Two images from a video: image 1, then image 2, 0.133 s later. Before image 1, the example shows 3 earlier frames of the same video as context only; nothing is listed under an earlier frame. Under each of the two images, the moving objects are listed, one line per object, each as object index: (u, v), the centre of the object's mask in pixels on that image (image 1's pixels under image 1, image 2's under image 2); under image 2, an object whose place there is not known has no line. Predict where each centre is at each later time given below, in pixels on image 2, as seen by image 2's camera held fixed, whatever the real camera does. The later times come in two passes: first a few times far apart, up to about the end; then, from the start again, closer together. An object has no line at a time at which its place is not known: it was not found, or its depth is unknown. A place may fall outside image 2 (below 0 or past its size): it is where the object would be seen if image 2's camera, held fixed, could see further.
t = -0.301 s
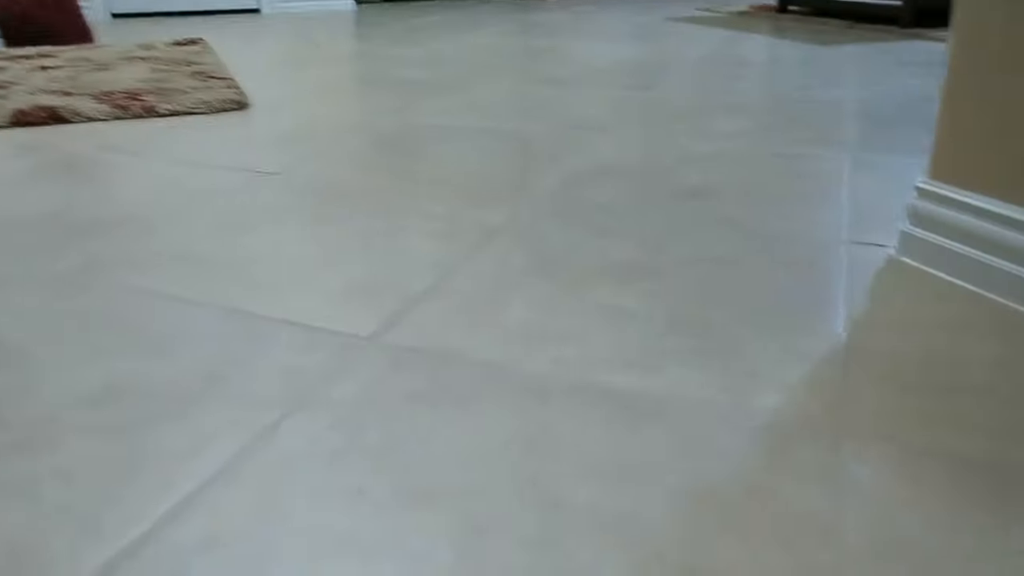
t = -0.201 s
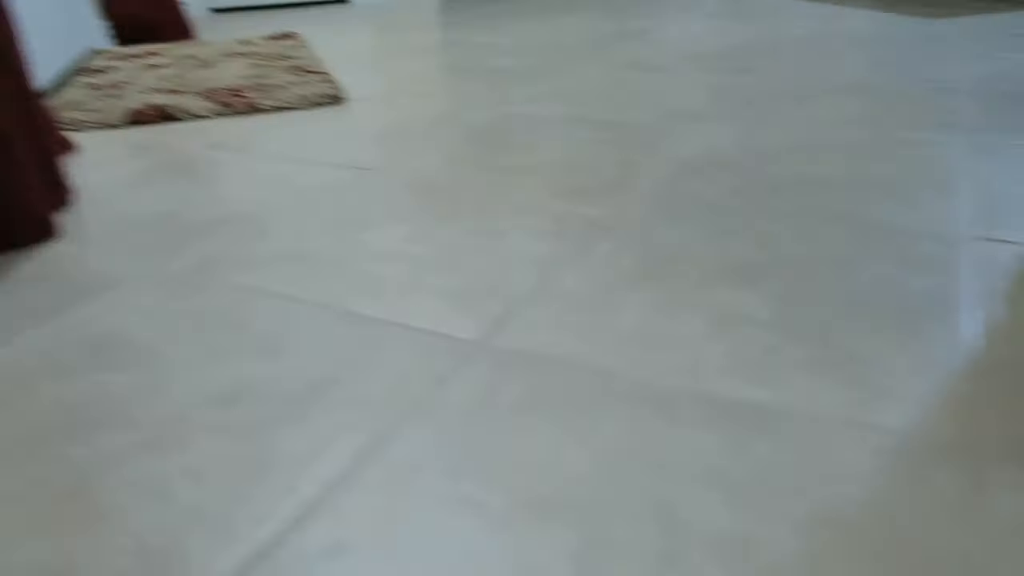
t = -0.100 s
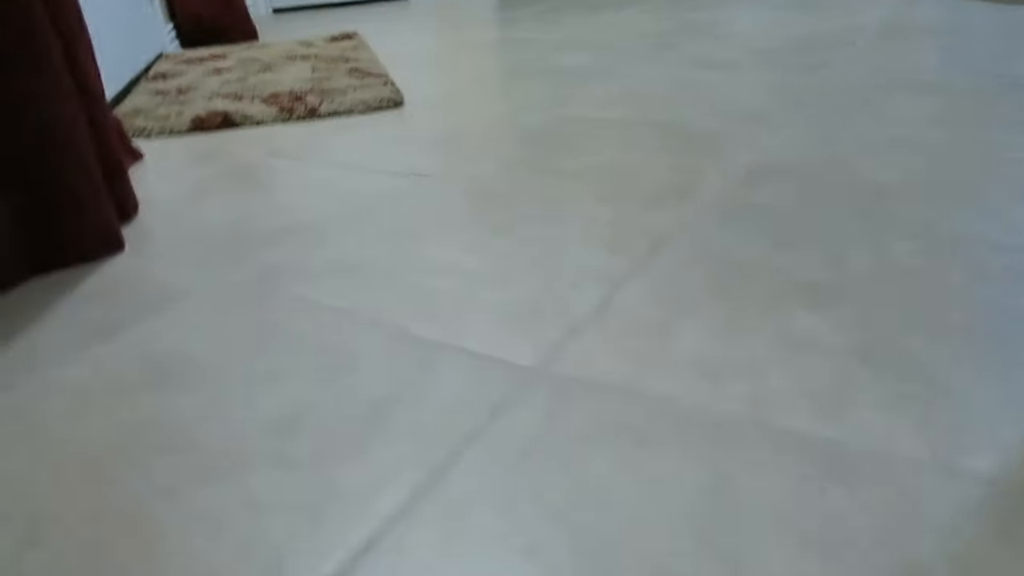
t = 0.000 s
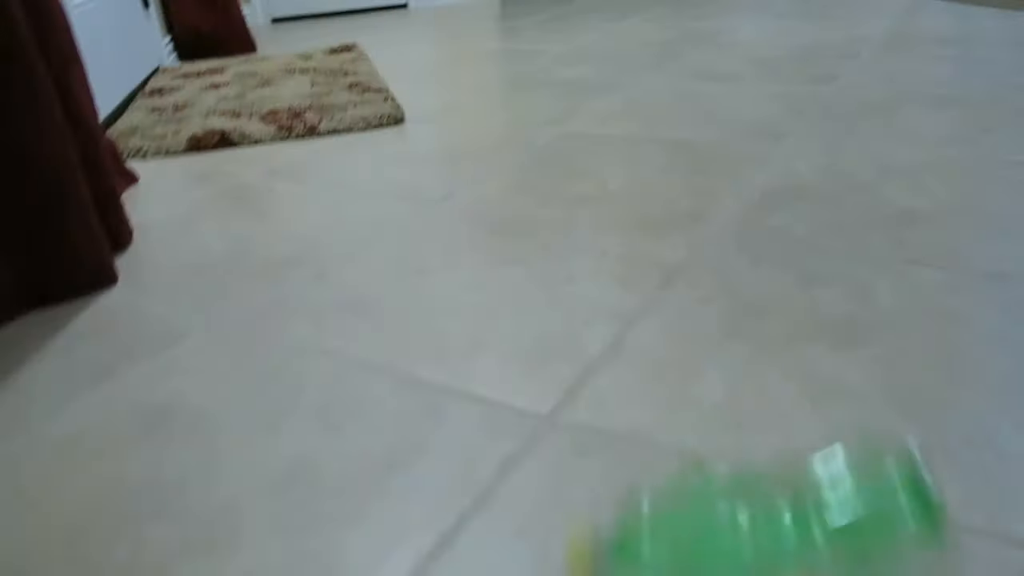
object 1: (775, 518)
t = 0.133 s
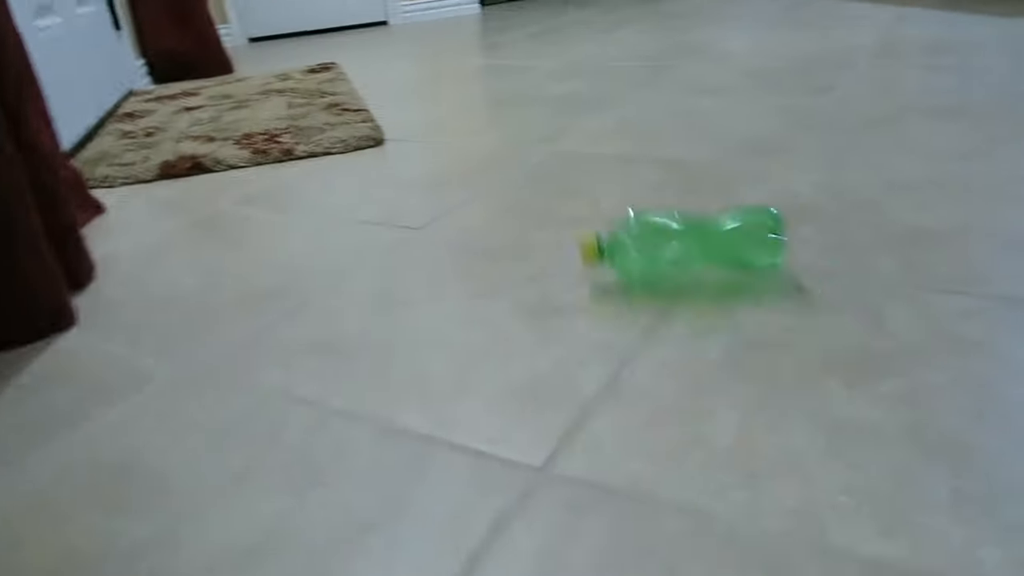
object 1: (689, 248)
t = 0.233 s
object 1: (668, 163)
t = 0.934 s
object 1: (606, 25)
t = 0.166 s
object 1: (683, 213)
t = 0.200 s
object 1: (675, 181)
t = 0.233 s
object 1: (668, 163)
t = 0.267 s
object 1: (663, 142)
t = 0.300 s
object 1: (656, 127)
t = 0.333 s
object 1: (653, 115)
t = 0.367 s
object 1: (648, 105)
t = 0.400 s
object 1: (643, 95)
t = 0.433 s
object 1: (639, 85)
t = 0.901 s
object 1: (606, 28)
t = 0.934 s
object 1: (606, 25)
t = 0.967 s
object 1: (607, 23)
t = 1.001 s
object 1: (607, 21)
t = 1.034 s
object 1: (608, 20)
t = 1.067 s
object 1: (609, 18)
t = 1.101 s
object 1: (610, 16)
